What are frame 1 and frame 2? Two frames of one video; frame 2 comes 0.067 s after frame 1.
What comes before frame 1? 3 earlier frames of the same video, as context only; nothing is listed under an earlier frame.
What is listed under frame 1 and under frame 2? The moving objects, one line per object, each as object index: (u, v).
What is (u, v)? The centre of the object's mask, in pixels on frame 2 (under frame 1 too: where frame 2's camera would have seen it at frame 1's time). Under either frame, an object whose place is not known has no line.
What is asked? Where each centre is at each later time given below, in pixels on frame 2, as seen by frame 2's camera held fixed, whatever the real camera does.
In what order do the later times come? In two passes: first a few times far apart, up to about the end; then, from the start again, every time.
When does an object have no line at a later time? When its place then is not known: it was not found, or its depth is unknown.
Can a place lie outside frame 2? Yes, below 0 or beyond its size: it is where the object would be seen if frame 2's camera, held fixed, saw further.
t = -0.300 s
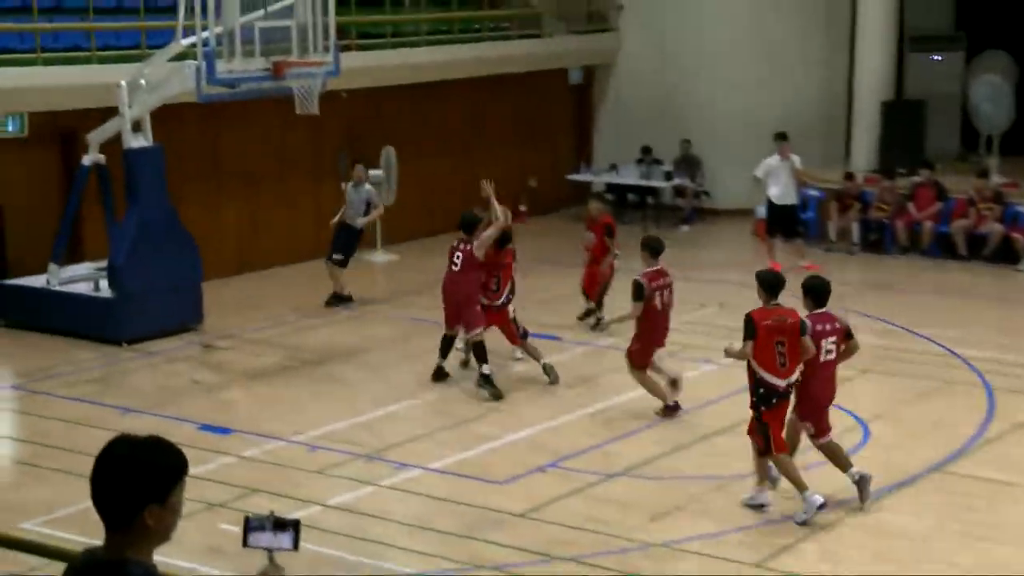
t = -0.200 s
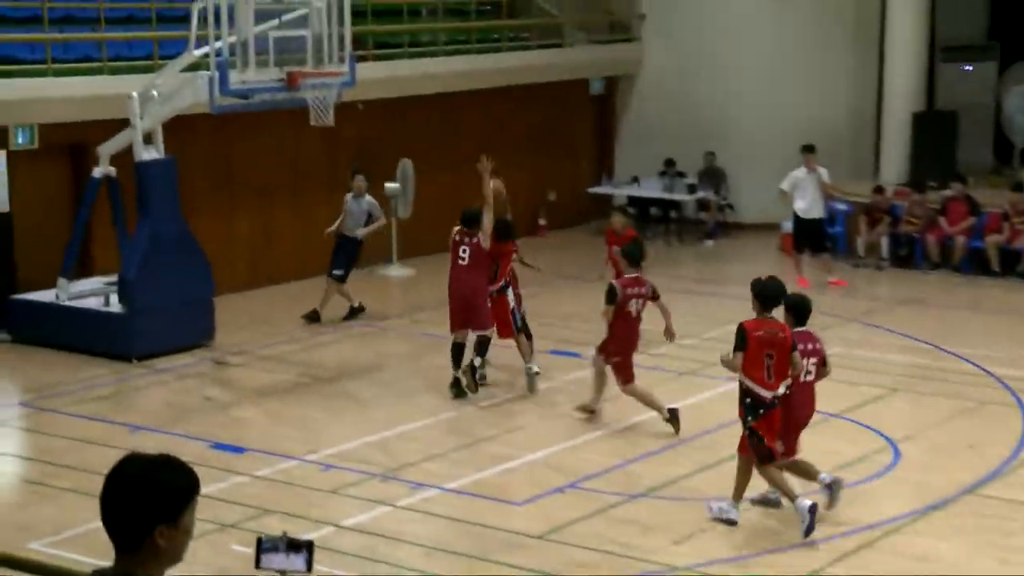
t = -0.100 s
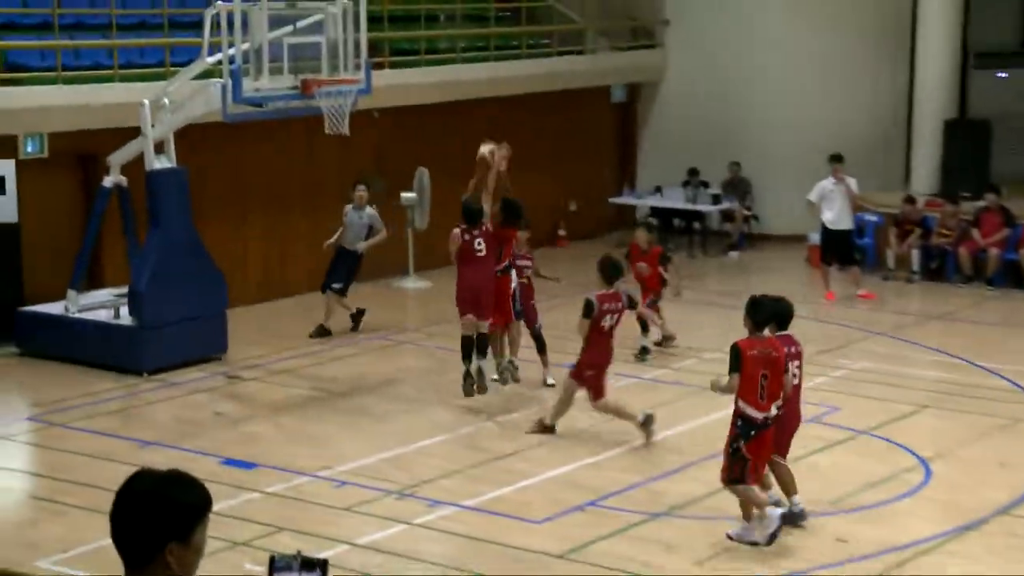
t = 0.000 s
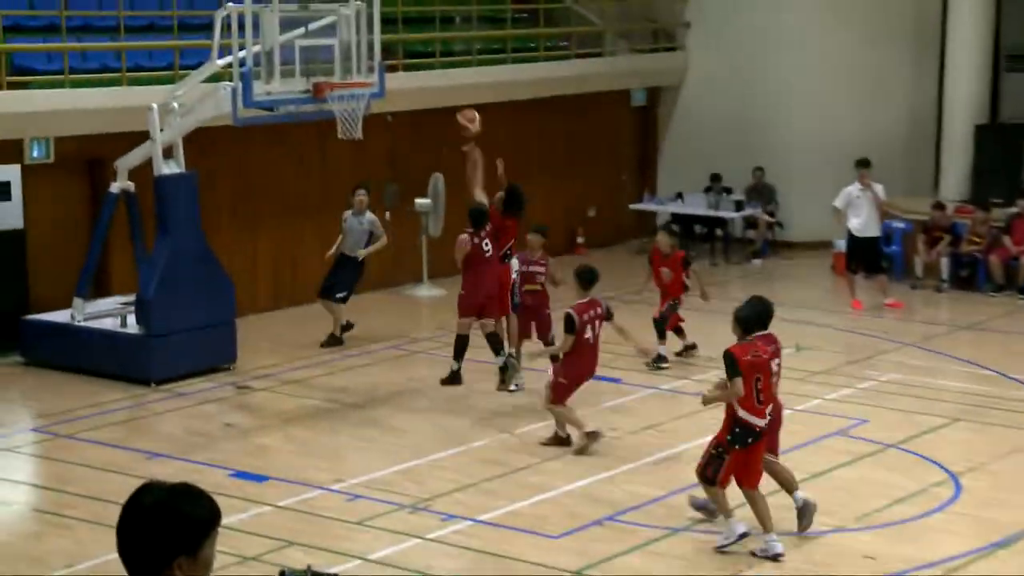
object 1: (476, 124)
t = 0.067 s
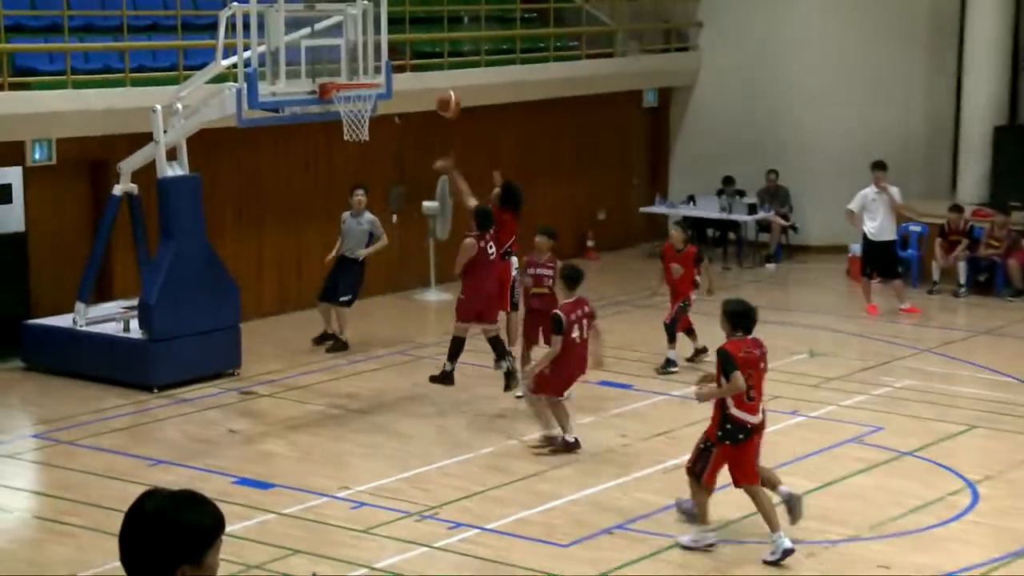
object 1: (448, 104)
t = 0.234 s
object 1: (378, 73)
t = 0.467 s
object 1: (420, 110)
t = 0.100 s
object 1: (434, 94)
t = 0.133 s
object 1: (420, 87)
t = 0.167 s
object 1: (406, 81)
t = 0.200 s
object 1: (393, 77)
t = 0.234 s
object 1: (378, 73)
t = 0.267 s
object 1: (363, 70)
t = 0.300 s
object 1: (364, 72)
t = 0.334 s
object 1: (376, 76)
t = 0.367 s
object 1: (388, 83)
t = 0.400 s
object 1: (398, 91)
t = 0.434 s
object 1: (408, 100)
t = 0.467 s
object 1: (420, 110)
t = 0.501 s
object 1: (430, 121)
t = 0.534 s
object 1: (440, 133)
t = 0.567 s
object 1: (452, 146)
